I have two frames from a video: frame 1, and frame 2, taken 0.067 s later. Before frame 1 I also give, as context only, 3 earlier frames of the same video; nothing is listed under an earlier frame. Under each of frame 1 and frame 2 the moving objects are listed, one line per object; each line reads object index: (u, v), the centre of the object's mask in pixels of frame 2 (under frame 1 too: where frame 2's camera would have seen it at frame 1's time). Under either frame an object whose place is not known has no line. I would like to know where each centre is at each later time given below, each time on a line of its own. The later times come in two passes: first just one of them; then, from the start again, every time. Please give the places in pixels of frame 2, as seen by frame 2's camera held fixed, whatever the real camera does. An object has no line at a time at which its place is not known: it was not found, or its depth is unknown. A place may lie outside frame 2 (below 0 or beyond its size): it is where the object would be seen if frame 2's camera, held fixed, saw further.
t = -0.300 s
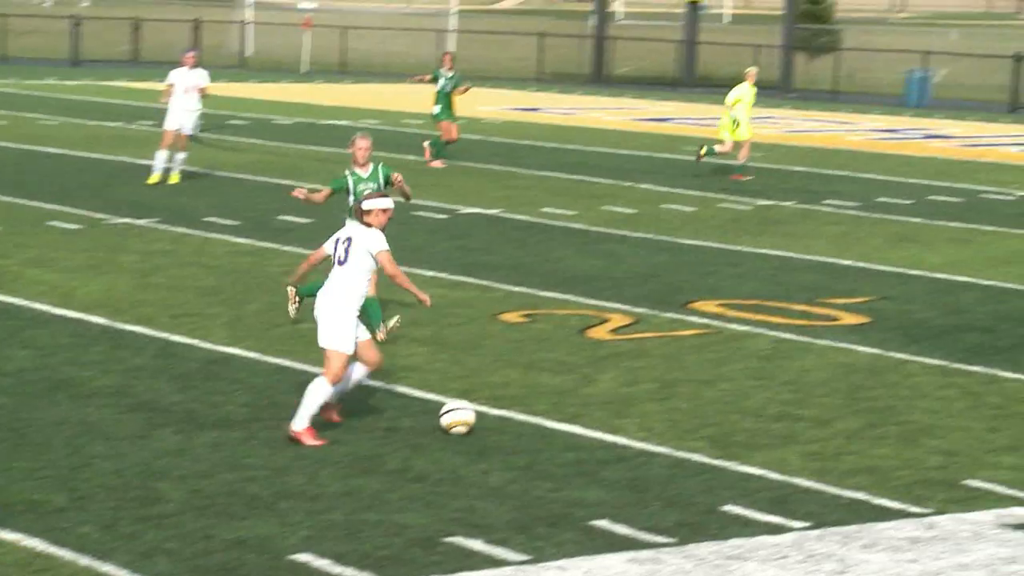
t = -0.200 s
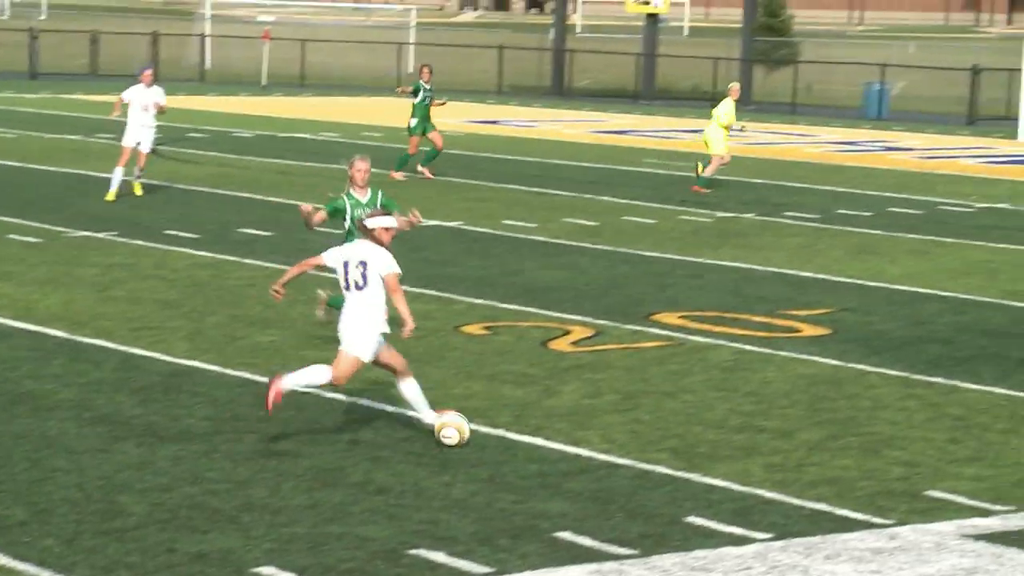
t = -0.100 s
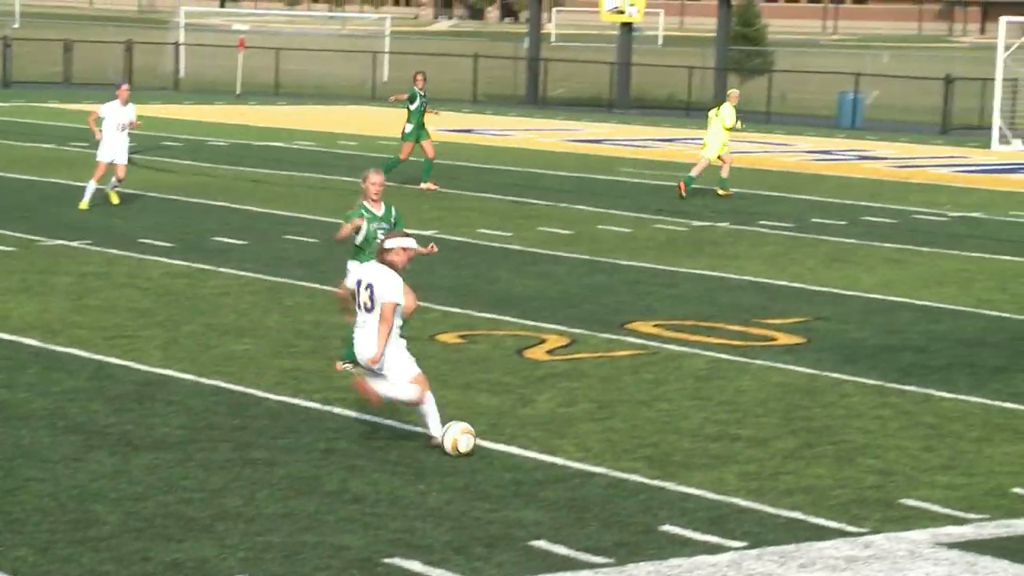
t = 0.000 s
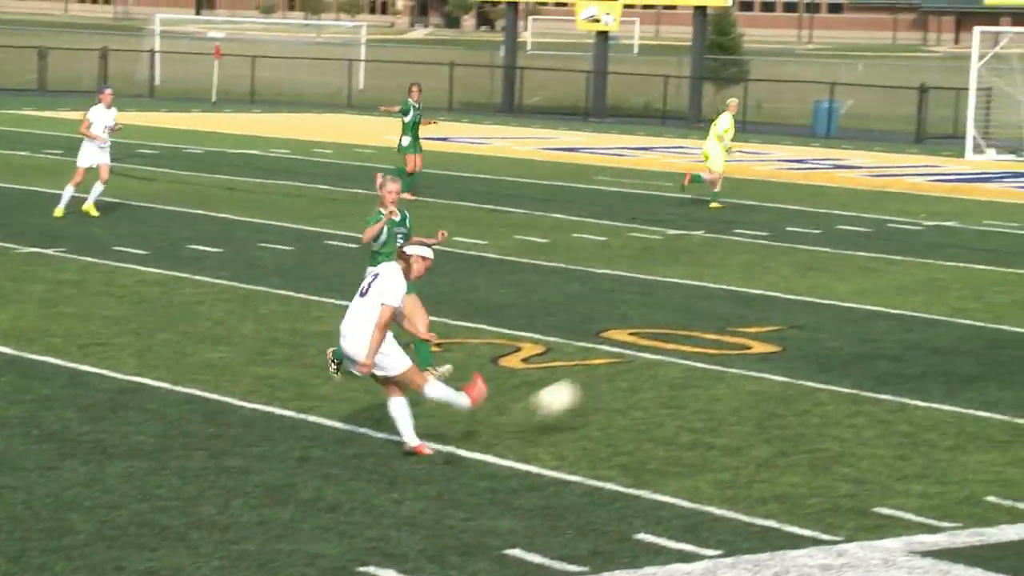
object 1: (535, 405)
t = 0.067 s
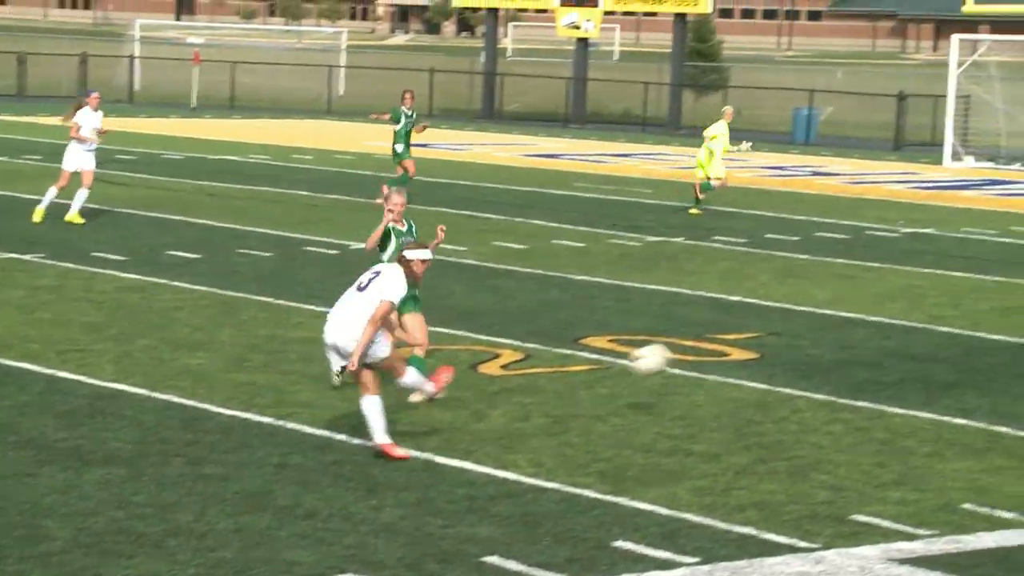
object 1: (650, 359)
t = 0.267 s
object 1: (901, 278)
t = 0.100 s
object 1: (701, 339)
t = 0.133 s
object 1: (748, 323)
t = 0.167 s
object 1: (791, 308)
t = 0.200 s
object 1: (830, 296)
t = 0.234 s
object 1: (867, 286)
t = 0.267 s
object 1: (901, 278)
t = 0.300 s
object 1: (932, 270)
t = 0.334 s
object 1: (960, 265)
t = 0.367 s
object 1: (986, 260)
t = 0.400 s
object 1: (1010, 256)
